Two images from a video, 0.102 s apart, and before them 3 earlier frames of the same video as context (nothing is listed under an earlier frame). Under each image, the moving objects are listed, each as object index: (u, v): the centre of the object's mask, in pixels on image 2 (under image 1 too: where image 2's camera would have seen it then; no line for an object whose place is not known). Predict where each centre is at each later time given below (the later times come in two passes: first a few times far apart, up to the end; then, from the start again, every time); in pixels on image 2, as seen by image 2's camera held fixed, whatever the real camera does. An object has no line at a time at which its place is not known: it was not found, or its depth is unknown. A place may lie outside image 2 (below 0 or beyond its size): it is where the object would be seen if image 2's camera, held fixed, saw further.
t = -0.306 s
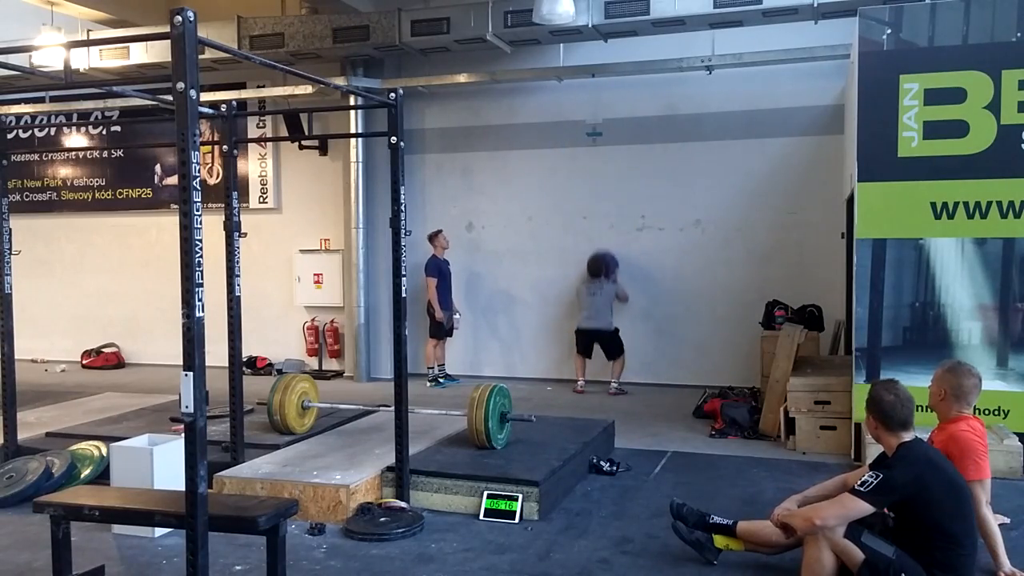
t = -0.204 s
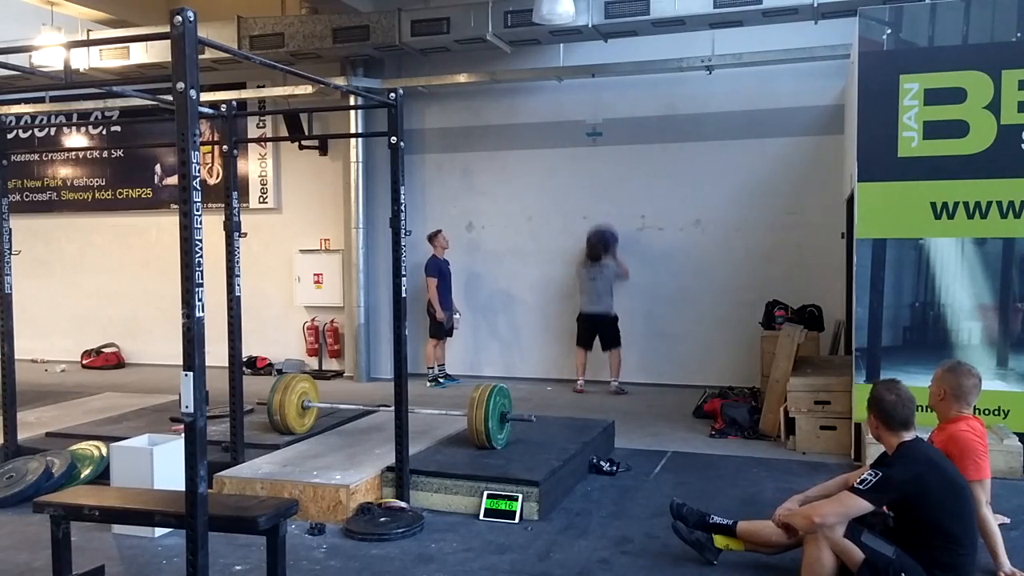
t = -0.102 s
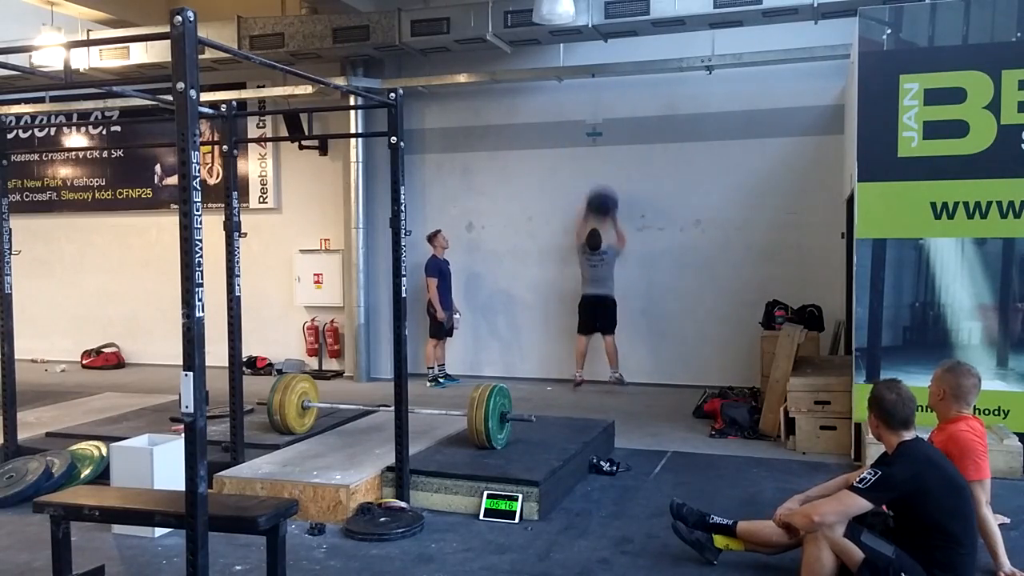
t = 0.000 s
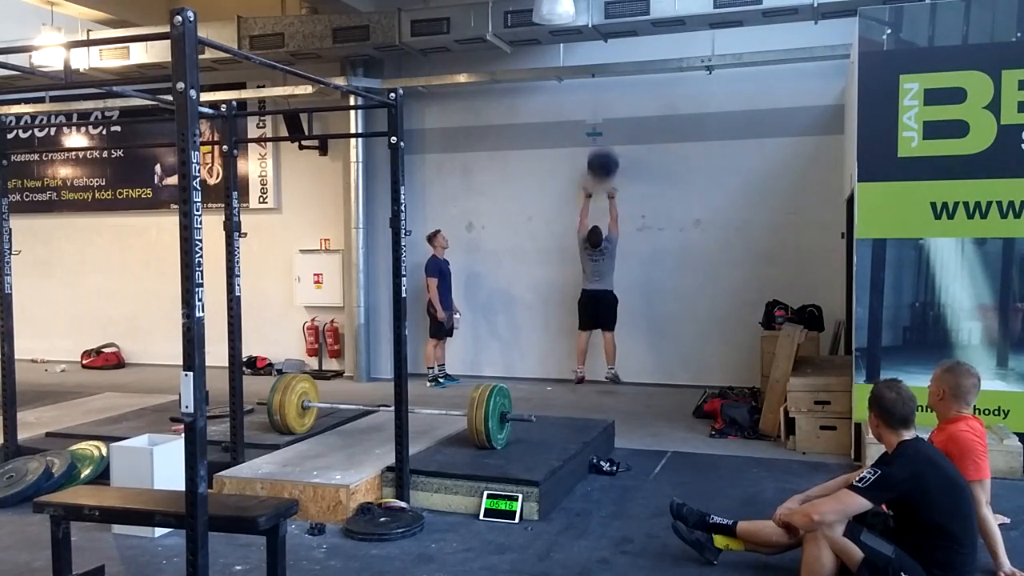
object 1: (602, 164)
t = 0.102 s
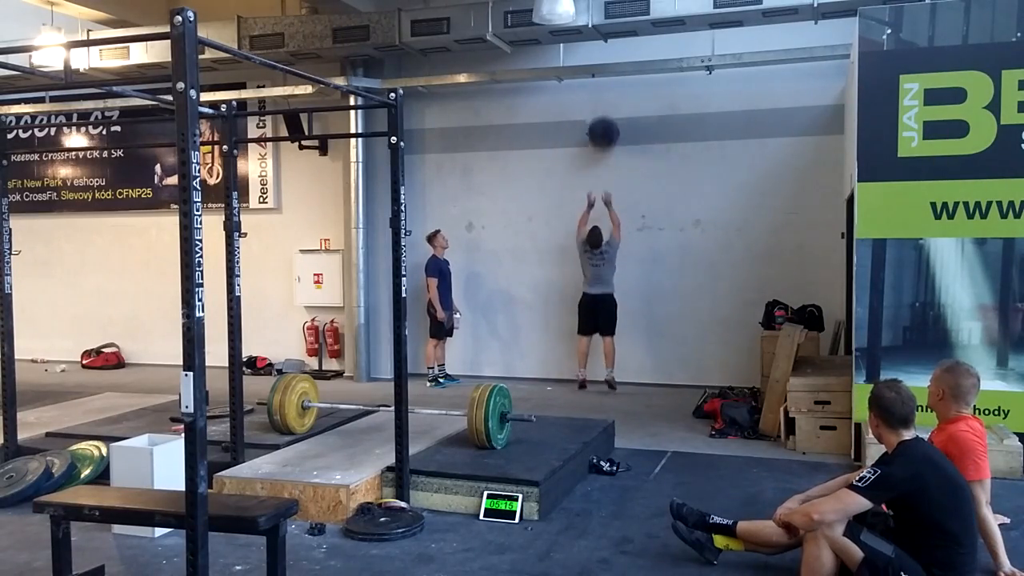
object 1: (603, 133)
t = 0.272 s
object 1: (604, 101)
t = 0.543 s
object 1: (607, 102)
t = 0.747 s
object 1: (608, 144)
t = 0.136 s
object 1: (603, 125)
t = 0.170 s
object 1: (604, 117)
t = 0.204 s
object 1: (604, 111)
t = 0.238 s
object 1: (604, 105)
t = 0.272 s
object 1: (604, 101)
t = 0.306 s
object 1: (605, 97)
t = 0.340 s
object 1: (605, 95)
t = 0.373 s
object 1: (605, 93)
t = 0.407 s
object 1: (605, 93)
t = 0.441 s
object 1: (606, 94)
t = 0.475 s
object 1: (606, 95)
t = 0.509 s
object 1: (606, 98)
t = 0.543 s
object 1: (607, 102)
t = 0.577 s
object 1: (607, 107)
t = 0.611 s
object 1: (607, 112)
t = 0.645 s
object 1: (607, 120)
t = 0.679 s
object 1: (607, 127)
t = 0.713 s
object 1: (607, 135)
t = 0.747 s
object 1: (608, 144)
